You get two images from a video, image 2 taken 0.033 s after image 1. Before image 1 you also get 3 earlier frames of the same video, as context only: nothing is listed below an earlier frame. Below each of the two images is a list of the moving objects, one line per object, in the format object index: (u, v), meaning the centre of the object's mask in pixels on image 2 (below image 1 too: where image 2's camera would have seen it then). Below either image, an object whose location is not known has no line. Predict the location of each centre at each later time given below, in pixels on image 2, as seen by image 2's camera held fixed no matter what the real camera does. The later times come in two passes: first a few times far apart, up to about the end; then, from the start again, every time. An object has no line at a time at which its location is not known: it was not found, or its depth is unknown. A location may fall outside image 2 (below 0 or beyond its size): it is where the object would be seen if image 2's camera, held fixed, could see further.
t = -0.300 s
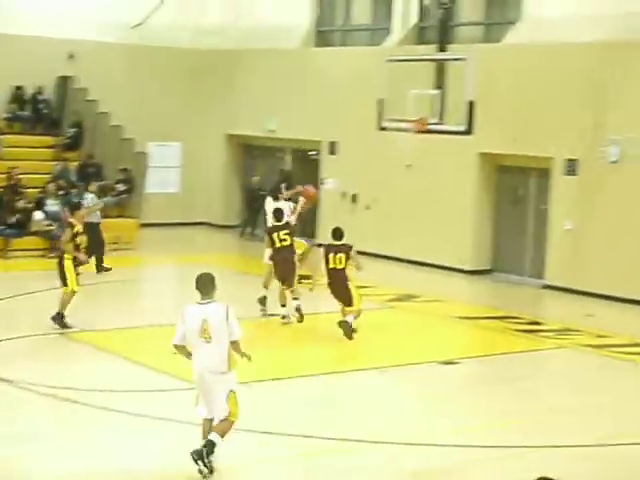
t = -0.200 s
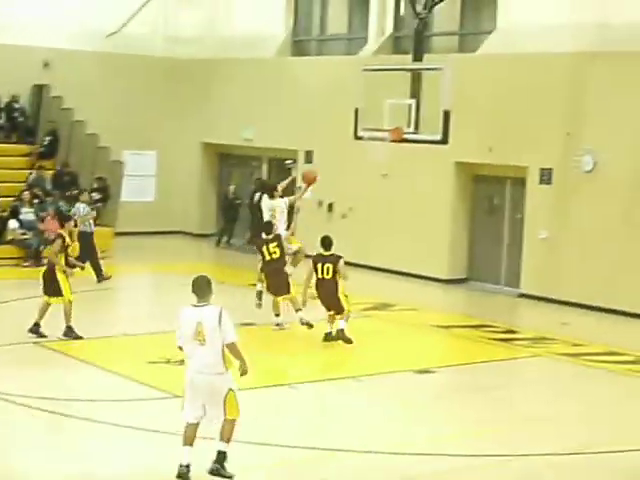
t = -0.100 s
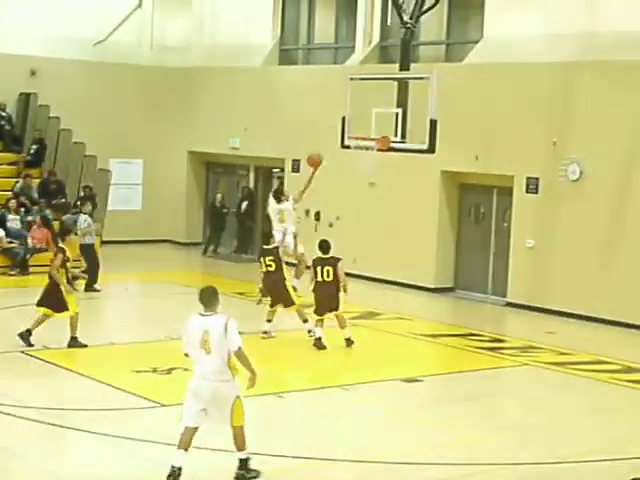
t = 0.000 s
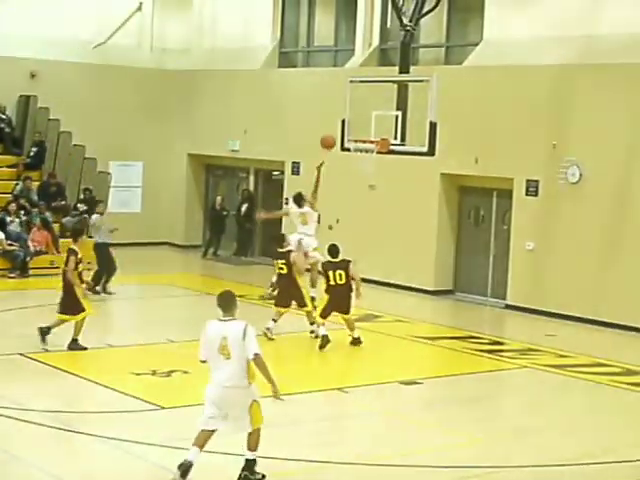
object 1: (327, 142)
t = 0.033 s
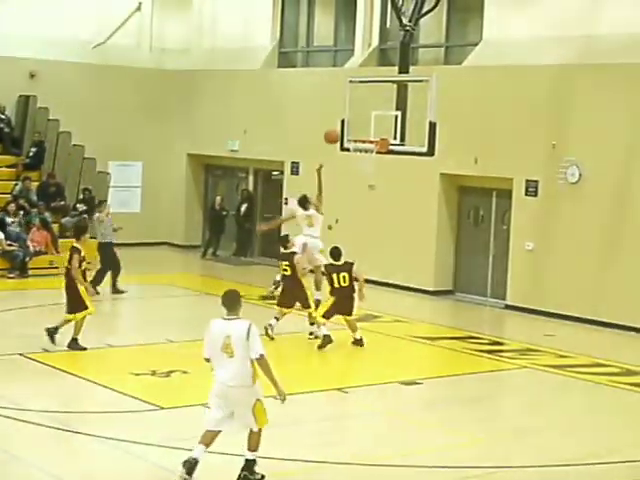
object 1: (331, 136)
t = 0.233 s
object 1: (359, 119)
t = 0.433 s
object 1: (369, 123)
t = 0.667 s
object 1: (363, 138)
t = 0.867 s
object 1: (361, 146)
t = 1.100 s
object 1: (374, 156)
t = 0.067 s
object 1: (336, 132)
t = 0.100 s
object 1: (341, 127)
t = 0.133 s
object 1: (345, 125)
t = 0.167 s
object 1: (349, 122)
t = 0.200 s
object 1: (355, 120)
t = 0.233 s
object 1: (359, 119)
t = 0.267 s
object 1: (363, 118)
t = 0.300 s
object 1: (365, 118)
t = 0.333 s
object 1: (366, 118)
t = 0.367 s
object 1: (367, 119)
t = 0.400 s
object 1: (368, 120)
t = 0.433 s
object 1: (369, 123)
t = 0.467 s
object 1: (370, 126)
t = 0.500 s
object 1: (371, 130)
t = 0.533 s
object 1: (372, 135)
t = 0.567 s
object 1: (371, 135)
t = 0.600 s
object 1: (370, 137)
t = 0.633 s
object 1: (368, 138)
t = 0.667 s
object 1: (363, 138)
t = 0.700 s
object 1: (359, 139)
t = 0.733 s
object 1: (356, 141)
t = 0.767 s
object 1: (356, 142)
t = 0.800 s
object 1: (357, 143)
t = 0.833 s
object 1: (358, 144)
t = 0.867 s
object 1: (361, 146)
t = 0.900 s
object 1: (364, 148)
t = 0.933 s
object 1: (363, 149)
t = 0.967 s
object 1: (370, 153)
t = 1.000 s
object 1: (371, 154)
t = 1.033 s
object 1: (373, 155)
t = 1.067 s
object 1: (374, 156)
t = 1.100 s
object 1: (374, 156)
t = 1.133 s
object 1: (374, 158)
